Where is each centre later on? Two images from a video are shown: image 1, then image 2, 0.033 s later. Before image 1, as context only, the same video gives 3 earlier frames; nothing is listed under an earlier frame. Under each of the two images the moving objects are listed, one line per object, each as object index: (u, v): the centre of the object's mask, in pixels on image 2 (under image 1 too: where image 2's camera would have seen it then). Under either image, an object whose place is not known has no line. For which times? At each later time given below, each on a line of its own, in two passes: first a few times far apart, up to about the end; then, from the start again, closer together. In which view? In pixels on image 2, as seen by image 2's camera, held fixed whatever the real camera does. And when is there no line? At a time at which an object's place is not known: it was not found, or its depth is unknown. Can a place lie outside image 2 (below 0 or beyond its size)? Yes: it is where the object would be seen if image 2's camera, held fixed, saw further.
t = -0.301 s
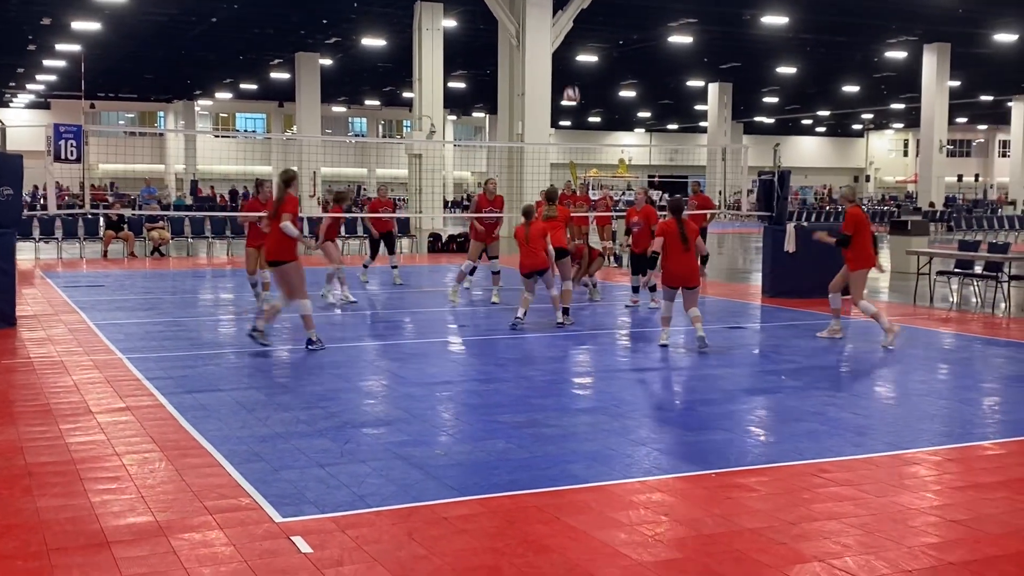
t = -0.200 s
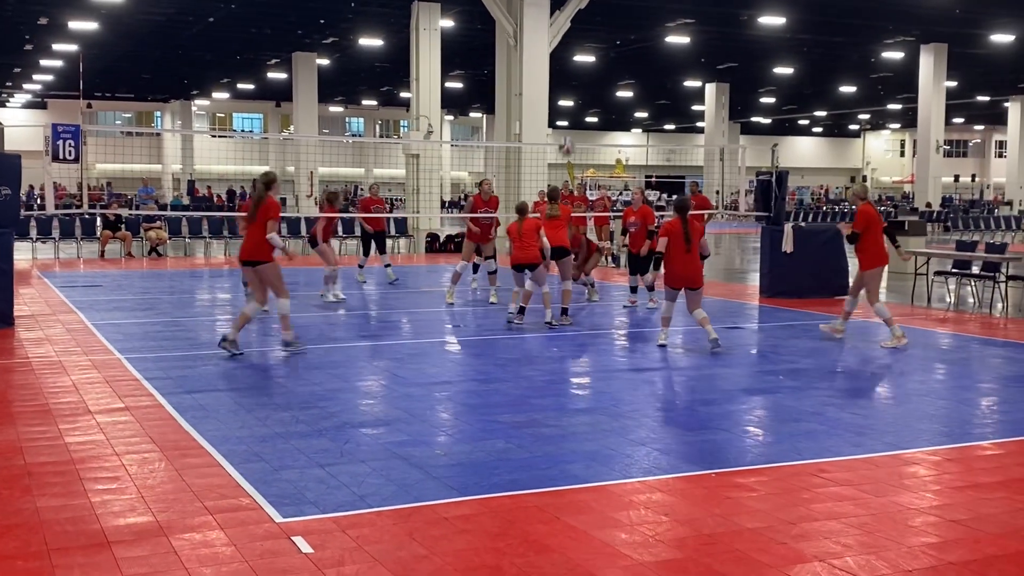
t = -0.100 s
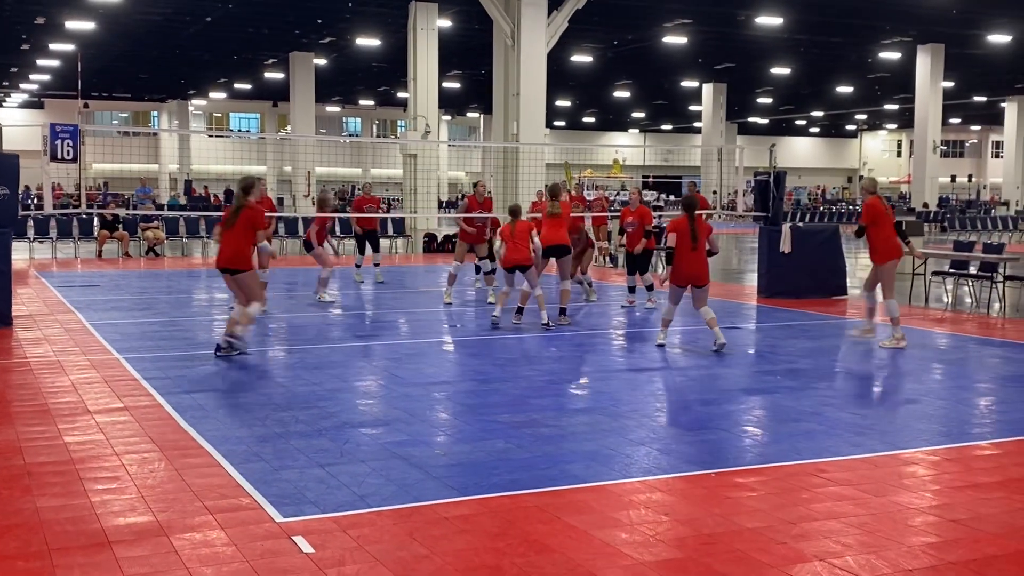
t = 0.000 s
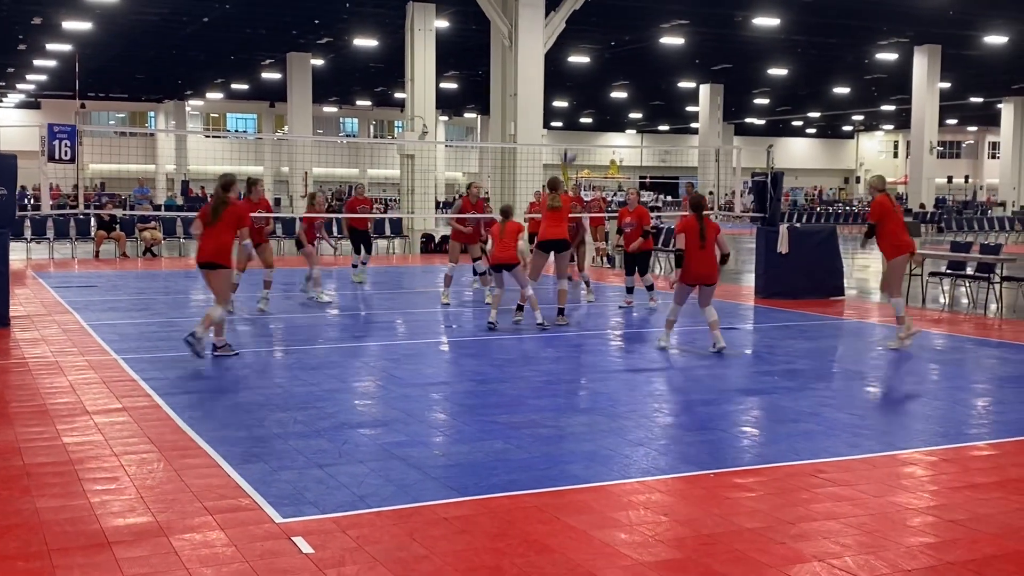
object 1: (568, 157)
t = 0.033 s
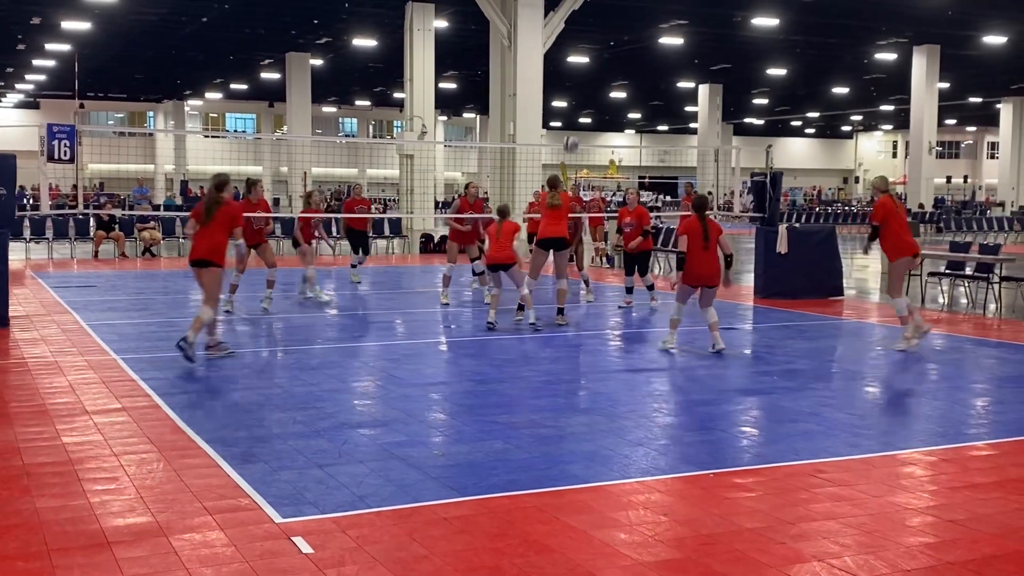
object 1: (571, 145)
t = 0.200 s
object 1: (585, 94)
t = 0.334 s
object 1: (595, 71)
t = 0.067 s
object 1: (573, 131)
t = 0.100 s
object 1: (576, 120)
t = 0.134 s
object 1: (579, 110)
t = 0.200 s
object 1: (585, 94)
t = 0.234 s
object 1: (587, 87)
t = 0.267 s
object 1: (590, 81)
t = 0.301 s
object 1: (592, 76)
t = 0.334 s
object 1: (595, 71)
